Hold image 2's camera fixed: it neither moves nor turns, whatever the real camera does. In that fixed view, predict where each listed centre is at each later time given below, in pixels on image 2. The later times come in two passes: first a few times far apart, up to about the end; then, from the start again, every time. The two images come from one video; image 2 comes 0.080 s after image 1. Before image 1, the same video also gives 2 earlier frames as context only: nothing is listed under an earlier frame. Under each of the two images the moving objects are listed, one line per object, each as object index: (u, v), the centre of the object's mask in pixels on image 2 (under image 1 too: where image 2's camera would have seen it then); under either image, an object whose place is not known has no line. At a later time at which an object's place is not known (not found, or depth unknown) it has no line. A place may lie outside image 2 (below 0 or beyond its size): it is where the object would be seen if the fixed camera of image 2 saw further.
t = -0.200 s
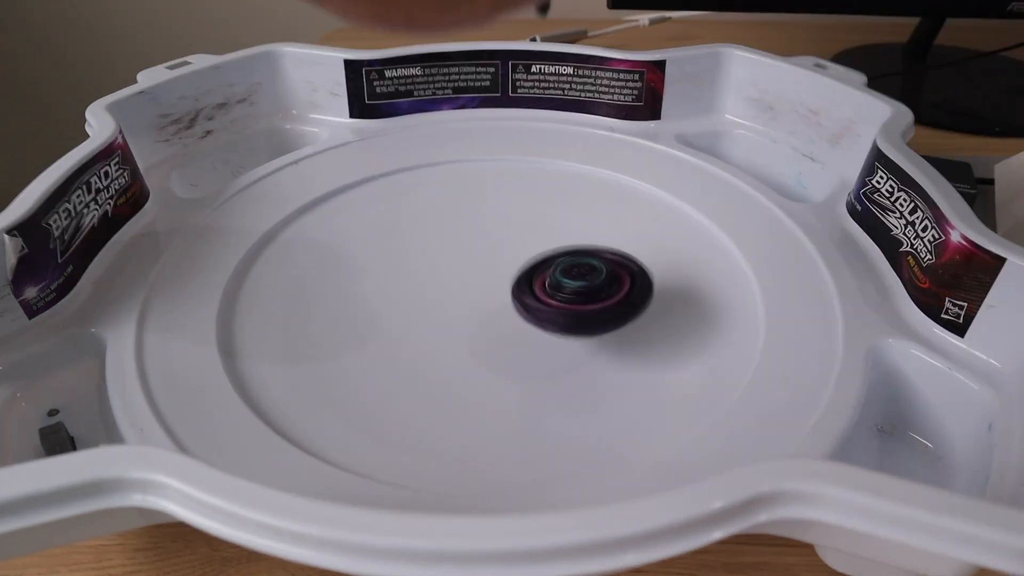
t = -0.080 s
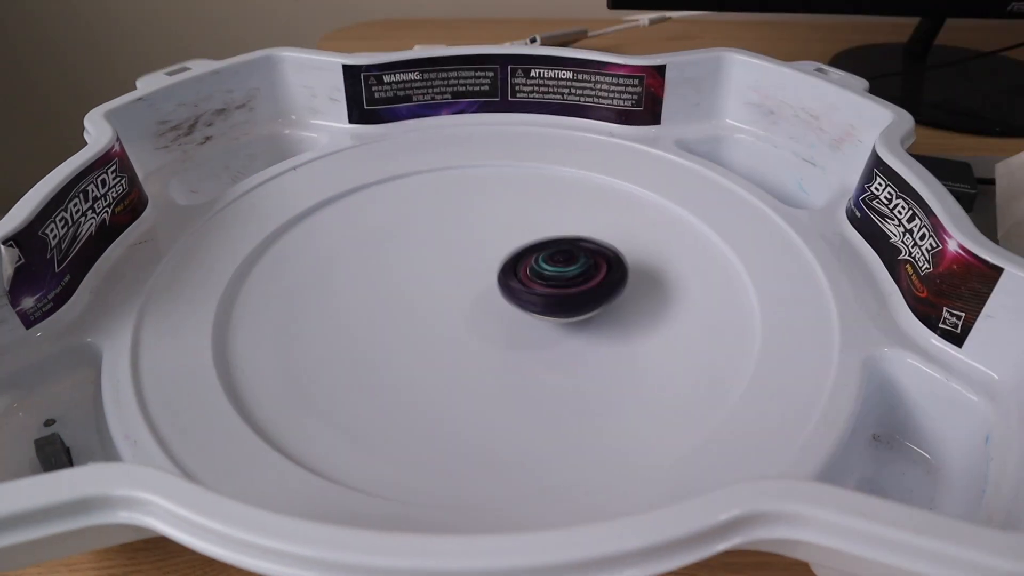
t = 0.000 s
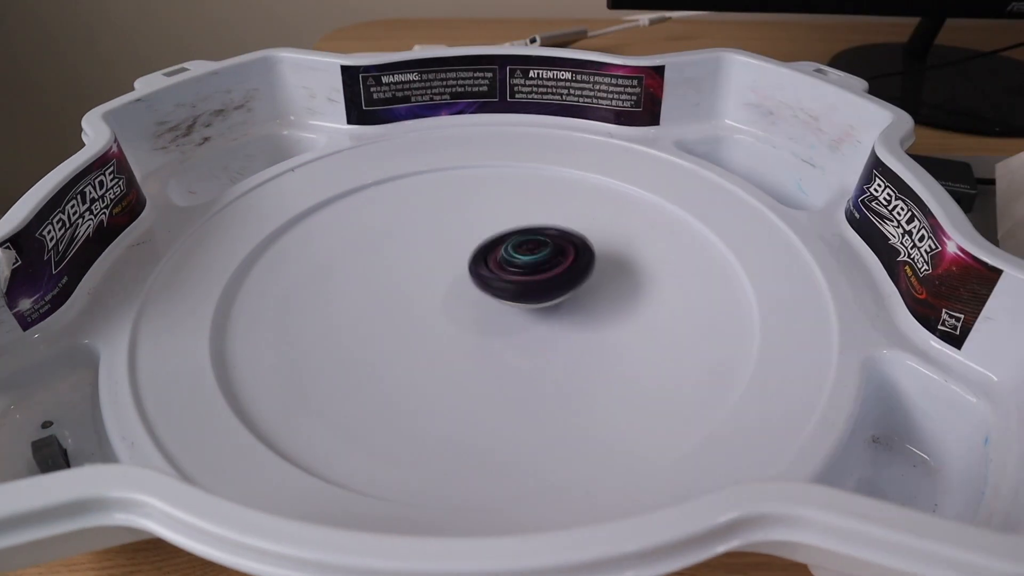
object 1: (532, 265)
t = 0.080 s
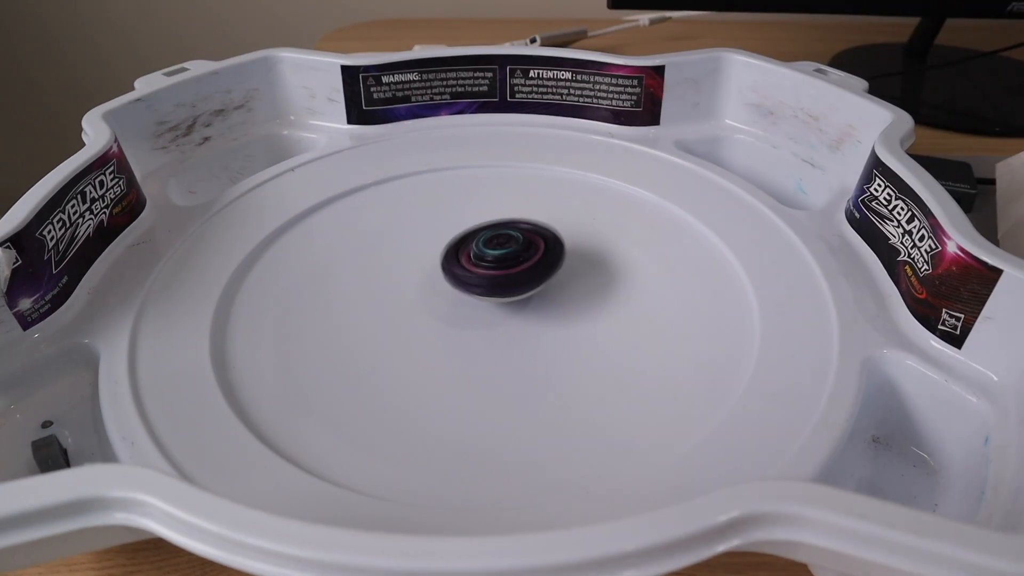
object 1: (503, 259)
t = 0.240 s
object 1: (472, 265)
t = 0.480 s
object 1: (491, 285)
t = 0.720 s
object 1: (532, 281)
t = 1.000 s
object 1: (532, 282)
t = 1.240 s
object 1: (512, 283)
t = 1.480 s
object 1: (506, 281)
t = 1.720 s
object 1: (507, 277)
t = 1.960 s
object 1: (505, 278)
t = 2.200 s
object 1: (498, 280)
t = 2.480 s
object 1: (491, 282)
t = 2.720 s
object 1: (491, 286)
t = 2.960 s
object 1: (490, 288)
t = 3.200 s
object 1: (488, 289)
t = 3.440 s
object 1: (489, 289)
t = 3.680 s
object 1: (490, 291)
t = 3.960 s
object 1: (491, 293)
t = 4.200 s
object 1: (493, 296)
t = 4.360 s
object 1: (495, 298)
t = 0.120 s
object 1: (493, 258)
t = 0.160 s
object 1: (483, 259)
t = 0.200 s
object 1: (476, 262)
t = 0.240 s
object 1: (472, 265)
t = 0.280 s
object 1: (470, 269)
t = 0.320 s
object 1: (471, 274)
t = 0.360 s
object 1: (473, 278)
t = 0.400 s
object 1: (478, 280)
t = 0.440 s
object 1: (485, 284)
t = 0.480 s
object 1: (491, 285)
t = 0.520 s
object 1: (498, 286)
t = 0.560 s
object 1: (506, 287)
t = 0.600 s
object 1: (514, 286)
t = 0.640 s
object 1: (520, 284)
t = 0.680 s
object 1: (526, 283)
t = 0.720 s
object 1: (532, 281)
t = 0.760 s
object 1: (537, 281)
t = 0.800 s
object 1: (538, 281)
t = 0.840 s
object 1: (539, 281)
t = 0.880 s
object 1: (538, 281)
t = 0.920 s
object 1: (537, 281)
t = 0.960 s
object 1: (536, 282)
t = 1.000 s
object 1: (532, 282)
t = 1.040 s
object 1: (528, 282)
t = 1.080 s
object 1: (525, 283)
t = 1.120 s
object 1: (521, 283)
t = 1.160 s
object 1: (517, 283)
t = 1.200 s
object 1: (514, 283)
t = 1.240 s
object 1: (512, 283)
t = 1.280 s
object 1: (510, 283)
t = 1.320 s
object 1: (509, 283)
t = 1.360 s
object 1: (507, 283)
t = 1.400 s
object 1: (507, 282)
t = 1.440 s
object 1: (506, 281)
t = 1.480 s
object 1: (506, 281)
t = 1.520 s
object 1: (506, 280)
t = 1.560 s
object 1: (506, 279)
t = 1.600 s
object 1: (507, 279)
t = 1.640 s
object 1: (507, 278)
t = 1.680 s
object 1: (507, 278)
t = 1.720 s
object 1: (507, 277)
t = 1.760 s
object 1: (507, 277)
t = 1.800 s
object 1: (507, 277)
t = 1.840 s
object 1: (507, 277)
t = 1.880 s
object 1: (507, 277)
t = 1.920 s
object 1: (506, 277)
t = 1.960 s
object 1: (505, 278)
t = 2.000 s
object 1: (504, 278)
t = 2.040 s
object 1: (502, 278)
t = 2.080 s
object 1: (500, 278)
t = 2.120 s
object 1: (500, 279)
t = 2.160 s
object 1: (500, 279)
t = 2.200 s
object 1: (498, 280)
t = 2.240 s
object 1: (497, 280)
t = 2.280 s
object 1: (497, 280)
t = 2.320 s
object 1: (495, 281)
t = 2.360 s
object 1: (493, 281)
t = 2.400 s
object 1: (493, 281)
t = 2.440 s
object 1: (492, 282)
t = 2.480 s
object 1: (491, 282)
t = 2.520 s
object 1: (492, 284)
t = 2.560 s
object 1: (490, 284)
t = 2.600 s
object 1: (490, 284)
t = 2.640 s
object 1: (491, 285)
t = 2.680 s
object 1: (490, 285)
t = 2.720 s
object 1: (491, 286)
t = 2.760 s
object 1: (490, 286)
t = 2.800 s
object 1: (491, 287)
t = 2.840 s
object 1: (491, 287)
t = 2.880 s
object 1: (491, 288)
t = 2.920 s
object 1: (489, 287)
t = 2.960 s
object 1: (490, 288)
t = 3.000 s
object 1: (491, 288)
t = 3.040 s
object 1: (489, 288)
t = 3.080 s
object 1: (489, 288)
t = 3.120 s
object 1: (489, 288)
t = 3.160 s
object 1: (488, 289)
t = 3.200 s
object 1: (488, 289)
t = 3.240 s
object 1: (488, 289)
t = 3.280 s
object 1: (488, 289)
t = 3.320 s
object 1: (488, 289)
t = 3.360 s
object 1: (489, 289)
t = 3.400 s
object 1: (487, 289)
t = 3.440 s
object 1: (489, 289)
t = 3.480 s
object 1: (490, 290)
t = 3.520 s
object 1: (488, 289)
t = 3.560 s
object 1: (489, 289)
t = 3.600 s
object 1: (489, 290)
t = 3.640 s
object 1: (489, 290)
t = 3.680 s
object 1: (490, 291)
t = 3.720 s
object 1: (489, 291)
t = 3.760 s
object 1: (490, 291)
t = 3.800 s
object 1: (488, 291)
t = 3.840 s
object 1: (489, 292)
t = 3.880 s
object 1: (490, 292)
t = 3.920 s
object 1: (490, 293)
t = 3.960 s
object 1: (491, 293)
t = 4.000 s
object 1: (491, 293)
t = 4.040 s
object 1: (492, 294)
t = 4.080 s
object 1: (492, 294)
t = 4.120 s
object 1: (493, 295)
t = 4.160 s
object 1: (492, 295)
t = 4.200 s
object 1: (493, 296)
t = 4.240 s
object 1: (493, 296)
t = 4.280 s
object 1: (494, 297)
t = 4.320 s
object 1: (494, 297)
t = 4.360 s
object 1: (495, 298)
